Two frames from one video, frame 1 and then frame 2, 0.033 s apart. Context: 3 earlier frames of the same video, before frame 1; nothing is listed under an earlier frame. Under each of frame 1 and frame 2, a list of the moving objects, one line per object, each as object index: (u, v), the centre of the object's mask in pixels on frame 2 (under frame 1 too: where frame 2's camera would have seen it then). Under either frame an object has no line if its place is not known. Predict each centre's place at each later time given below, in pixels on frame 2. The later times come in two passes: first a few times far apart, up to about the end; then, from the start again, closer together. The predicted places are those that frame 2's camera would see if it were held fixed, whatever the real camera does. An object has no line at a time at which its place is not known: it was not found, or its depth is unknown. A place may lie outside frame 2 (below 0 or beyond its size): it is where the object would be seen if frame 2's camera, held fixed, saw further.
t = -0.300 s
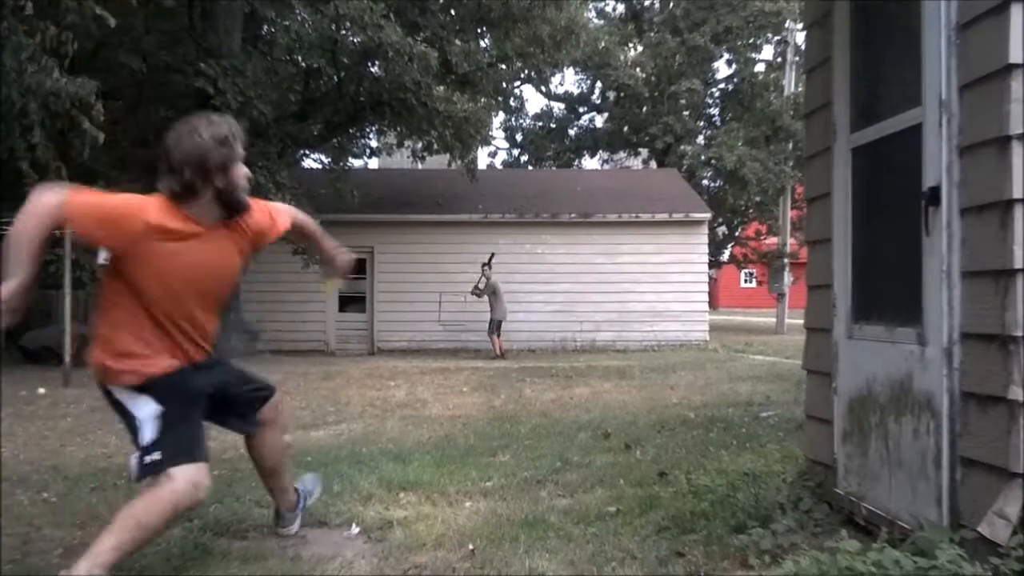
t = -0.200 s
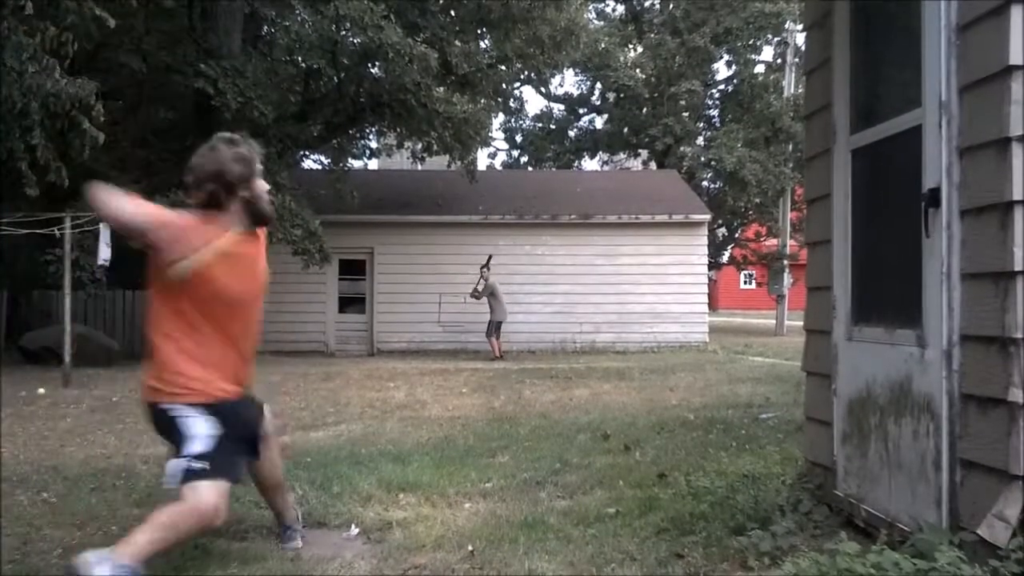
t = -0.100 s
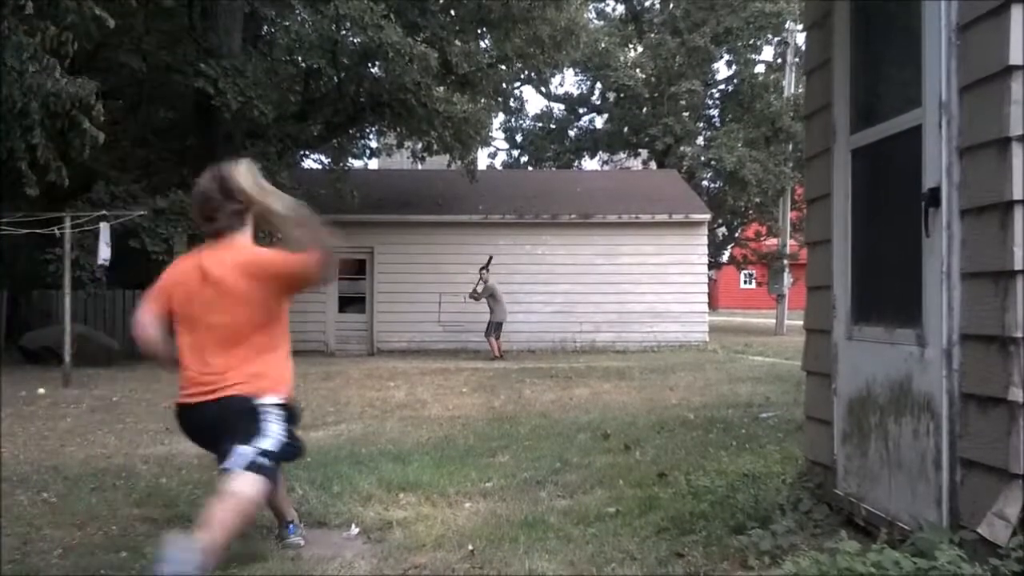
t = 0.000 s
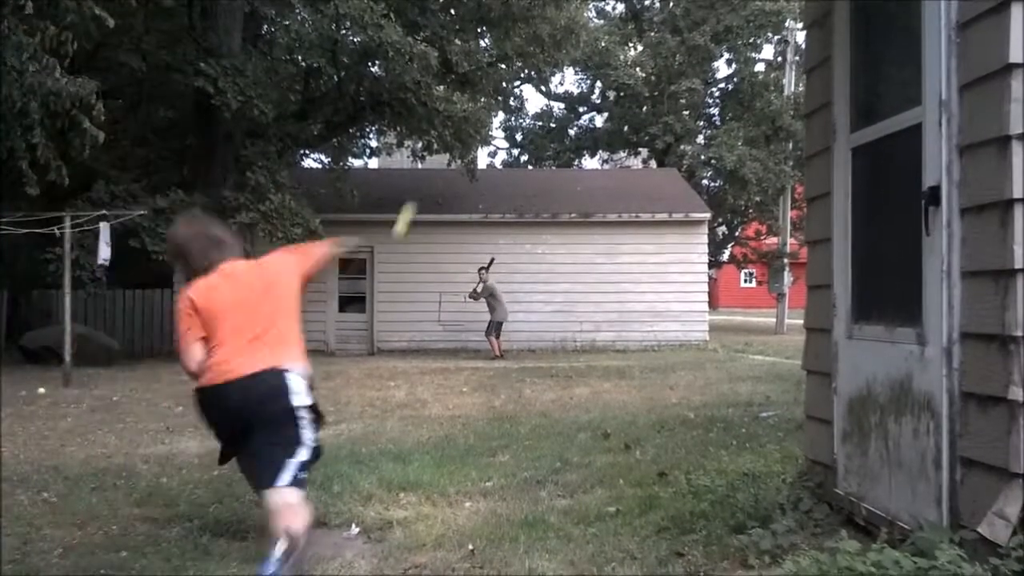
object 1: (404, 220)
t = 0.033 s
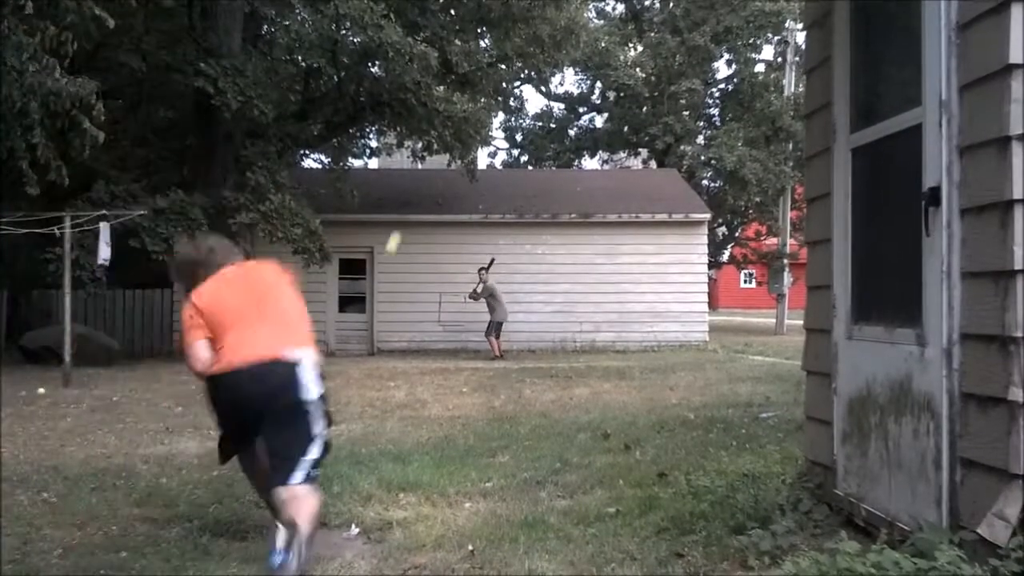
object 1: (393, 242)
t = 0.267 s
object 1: (402, 281)
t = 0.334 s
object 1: (412, 284)
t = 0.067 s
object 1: (388, 256)
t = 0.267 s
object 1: (402, 281)
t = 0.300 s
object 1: (407, 283)
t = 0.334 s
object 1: (412, 284)
